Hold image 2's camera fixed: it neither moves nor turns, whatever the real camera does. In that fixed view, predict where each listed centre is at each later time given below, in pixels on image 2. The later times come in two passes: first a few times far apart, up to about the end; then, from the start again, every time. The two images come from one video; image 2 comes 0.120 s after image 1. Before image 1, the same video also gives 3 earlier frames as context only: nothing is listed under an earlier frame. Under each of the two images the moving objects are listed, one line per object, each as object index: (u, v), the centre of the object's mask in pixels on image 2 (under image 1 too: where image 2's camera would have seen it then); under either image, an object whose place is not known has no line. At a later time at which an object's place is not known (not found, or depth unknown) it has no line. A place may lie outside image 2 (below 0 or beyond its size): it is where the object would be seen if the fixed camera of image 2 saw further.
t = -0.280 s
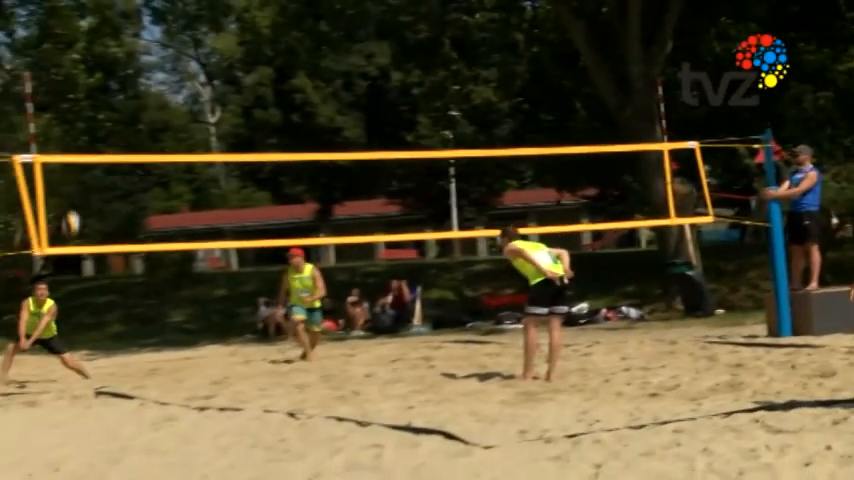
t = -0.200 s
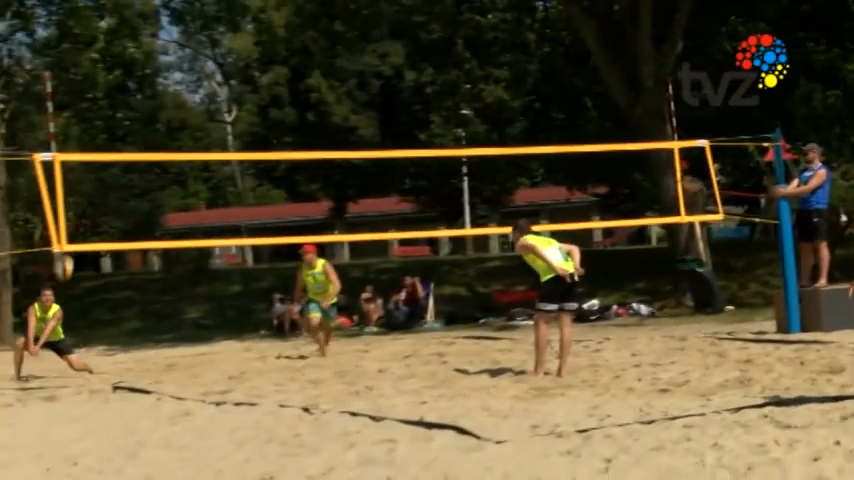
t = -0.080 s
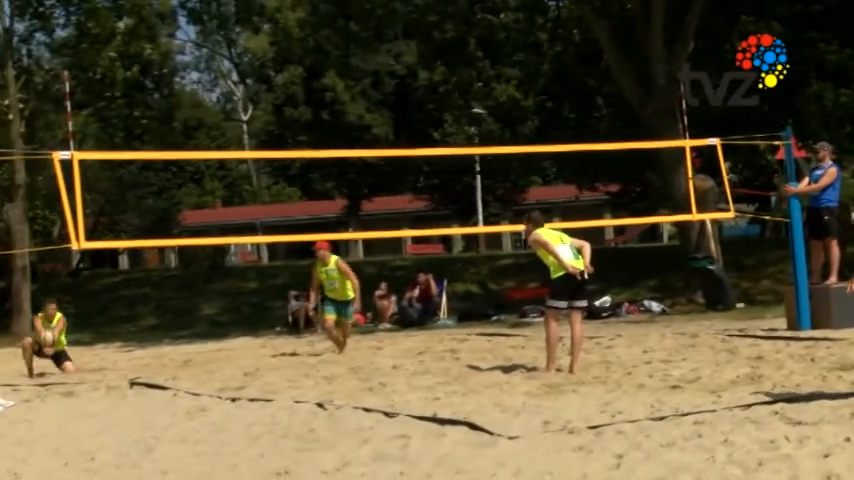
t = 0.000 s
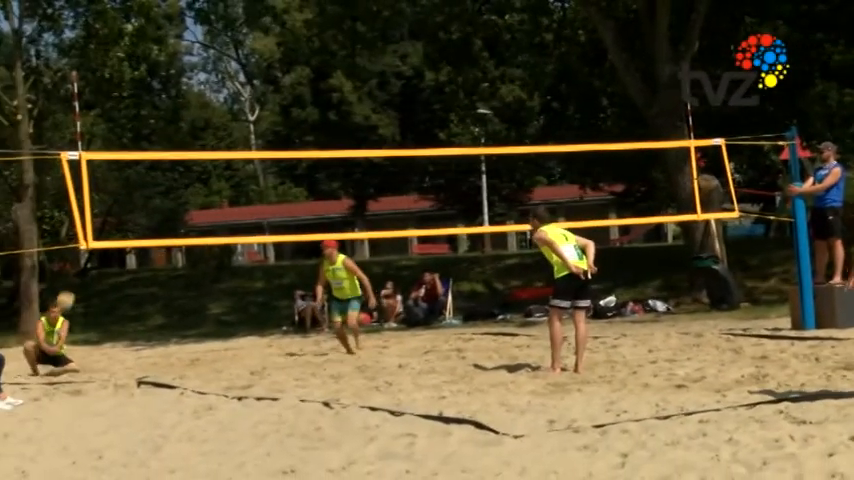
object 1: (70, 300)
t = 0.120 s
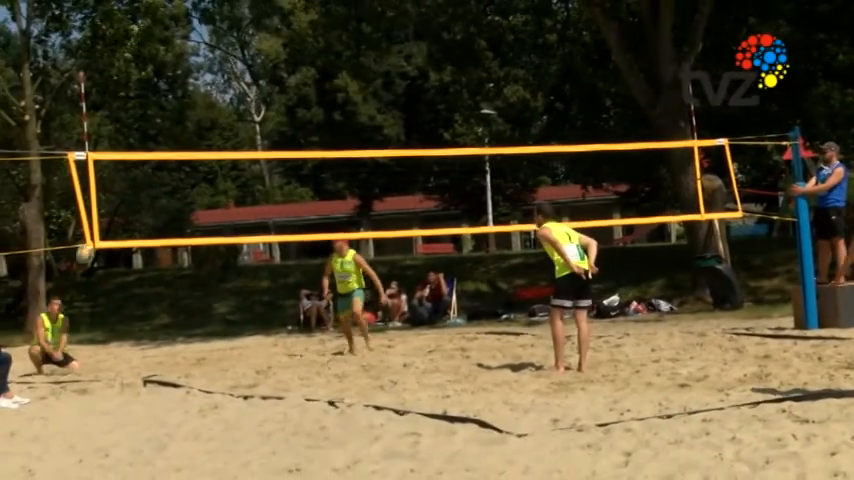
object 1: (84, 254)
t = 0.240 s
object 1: (103, 217)
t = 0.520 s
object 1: (135, 175)
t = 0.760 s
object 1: (172, 183)
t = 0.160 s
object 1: (86, 238)
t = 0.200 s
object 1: (101, 226)
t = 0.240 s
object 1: (103, 217)
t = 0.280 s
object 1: (106, 209)
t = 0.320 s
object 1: (110, 201)
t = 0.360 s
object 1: (115, 192)
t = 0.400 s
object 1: (120, 186)
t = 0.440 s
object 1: (124, 181)
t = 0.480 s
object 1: (130, 177)
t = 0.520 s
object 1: (135, 175)
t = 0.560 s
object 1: (141, 173)
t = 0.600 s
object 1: (147, 172)
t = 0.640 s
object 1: (152, 173)
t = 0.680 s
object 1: (159, 175)
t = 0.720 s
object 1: (165, 179)
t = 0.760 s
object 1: (172, 183)
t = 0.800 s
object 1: (178, 189)
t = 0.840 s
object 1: (185, 196)
